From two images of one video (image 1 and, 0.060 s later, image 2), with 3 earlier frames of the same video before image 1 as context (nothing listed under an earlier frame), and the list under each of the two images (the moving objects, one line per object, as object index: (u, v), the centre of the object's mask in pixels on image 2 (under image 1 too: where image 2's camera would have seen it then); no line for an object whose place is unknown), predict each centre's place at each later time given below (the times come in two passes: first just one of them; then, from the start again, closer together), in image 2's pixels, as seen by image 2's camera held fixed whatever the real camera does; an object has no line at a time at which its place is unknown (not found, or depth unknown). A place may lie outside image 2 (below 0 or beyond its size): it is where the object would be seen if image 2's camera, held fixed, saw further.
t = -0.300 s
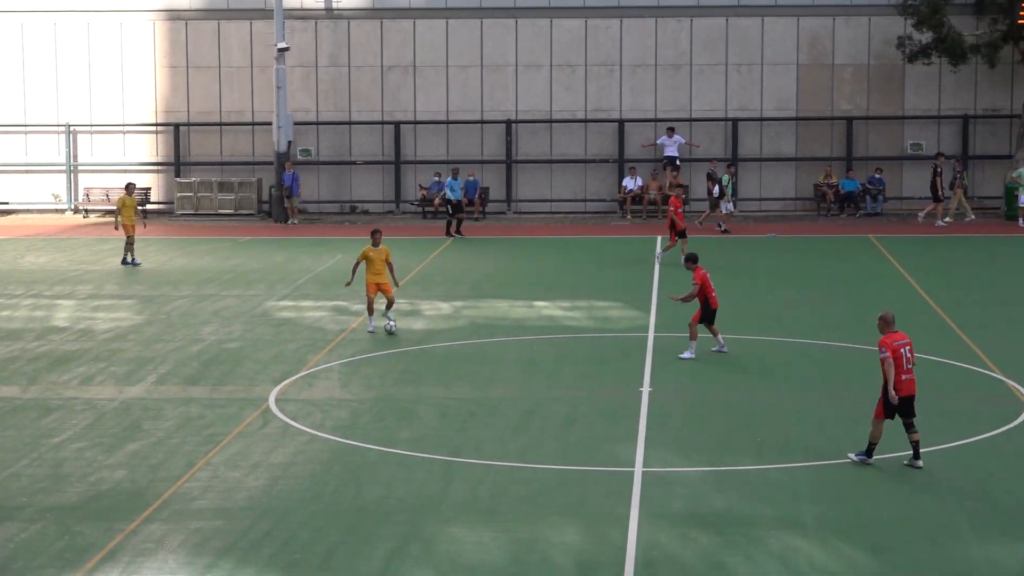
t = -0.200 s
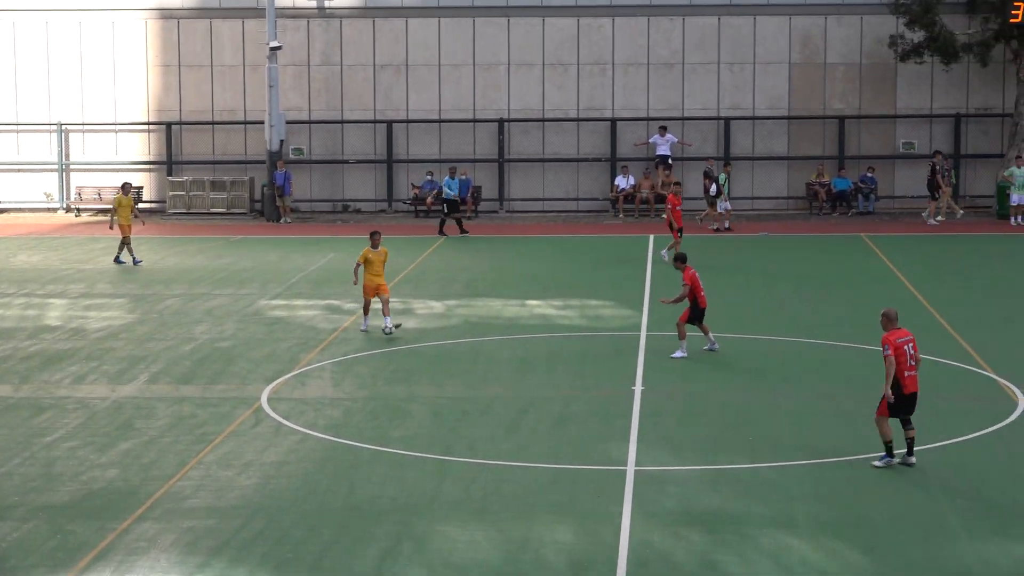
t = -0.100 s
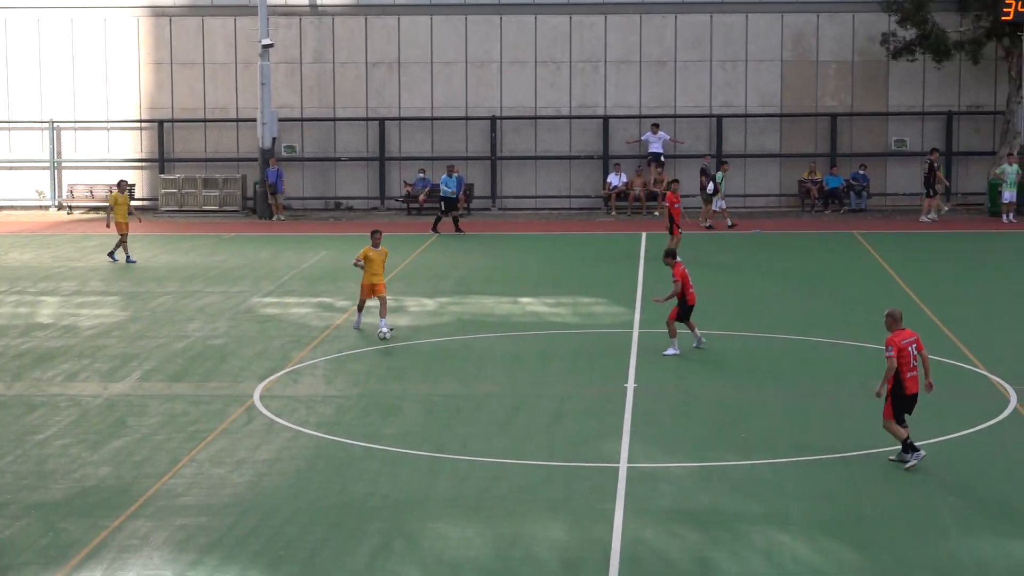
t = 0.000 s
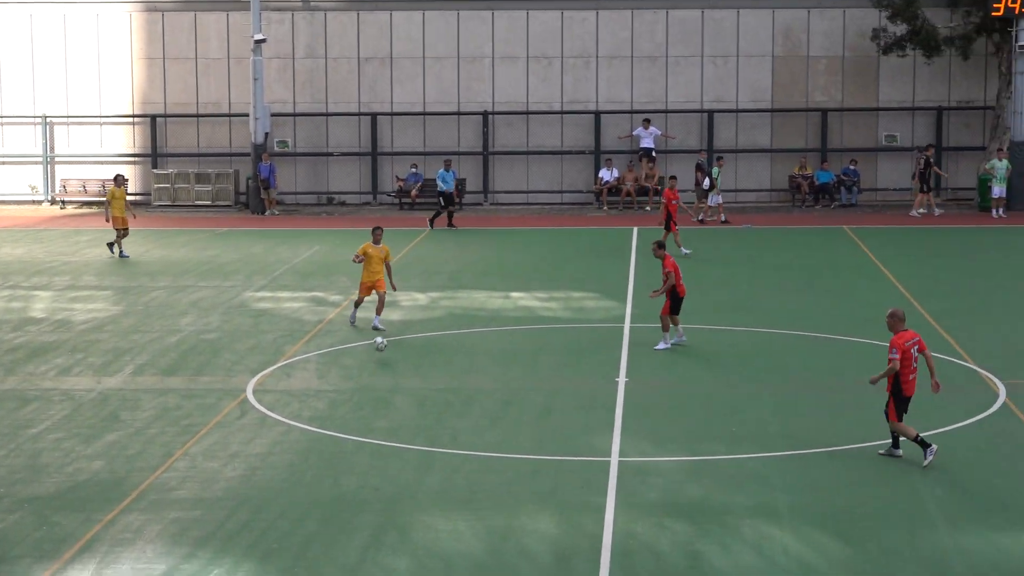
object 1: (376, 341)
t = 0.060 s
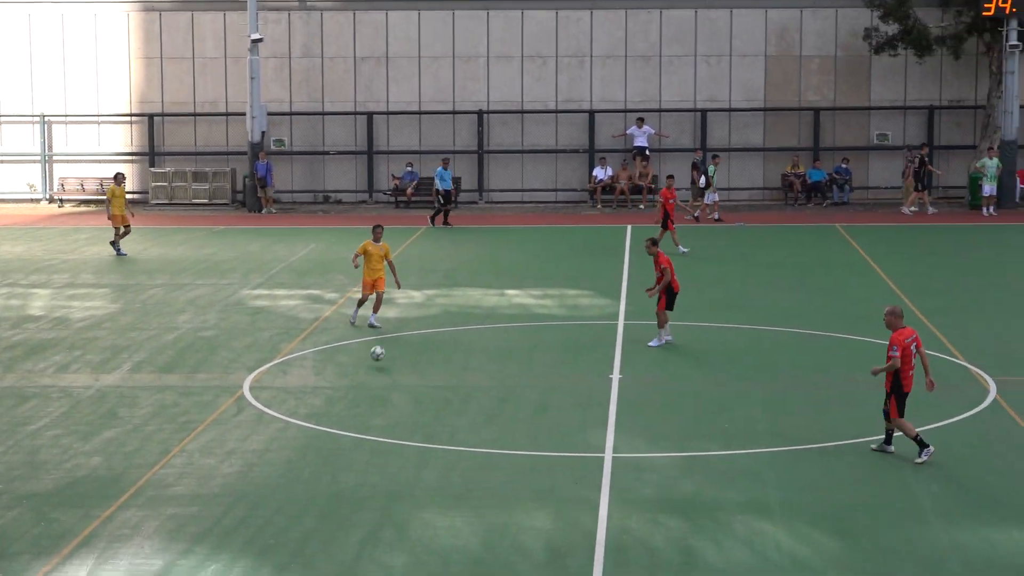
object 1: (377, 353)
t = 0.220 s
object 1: (380, 374)
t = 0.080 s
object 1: (378, 358)
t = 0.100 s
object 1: (379, 363)
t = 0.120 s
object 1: (379, 369)
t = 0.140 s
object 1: (379, 370)
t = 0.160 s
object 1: (380, 371)
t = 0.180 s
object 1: (380, 372)
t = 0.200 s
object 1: (380, 373)
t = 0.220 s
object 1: (380, 374)
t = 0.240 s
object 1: (380, 376)
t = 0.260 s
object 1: (381, 379)
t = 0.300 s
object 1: (381, 385)
